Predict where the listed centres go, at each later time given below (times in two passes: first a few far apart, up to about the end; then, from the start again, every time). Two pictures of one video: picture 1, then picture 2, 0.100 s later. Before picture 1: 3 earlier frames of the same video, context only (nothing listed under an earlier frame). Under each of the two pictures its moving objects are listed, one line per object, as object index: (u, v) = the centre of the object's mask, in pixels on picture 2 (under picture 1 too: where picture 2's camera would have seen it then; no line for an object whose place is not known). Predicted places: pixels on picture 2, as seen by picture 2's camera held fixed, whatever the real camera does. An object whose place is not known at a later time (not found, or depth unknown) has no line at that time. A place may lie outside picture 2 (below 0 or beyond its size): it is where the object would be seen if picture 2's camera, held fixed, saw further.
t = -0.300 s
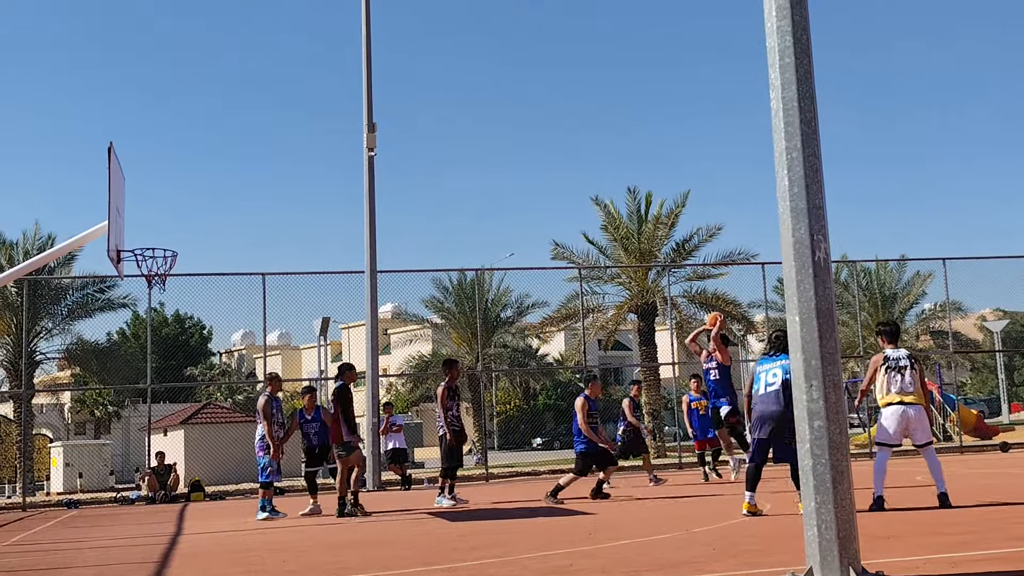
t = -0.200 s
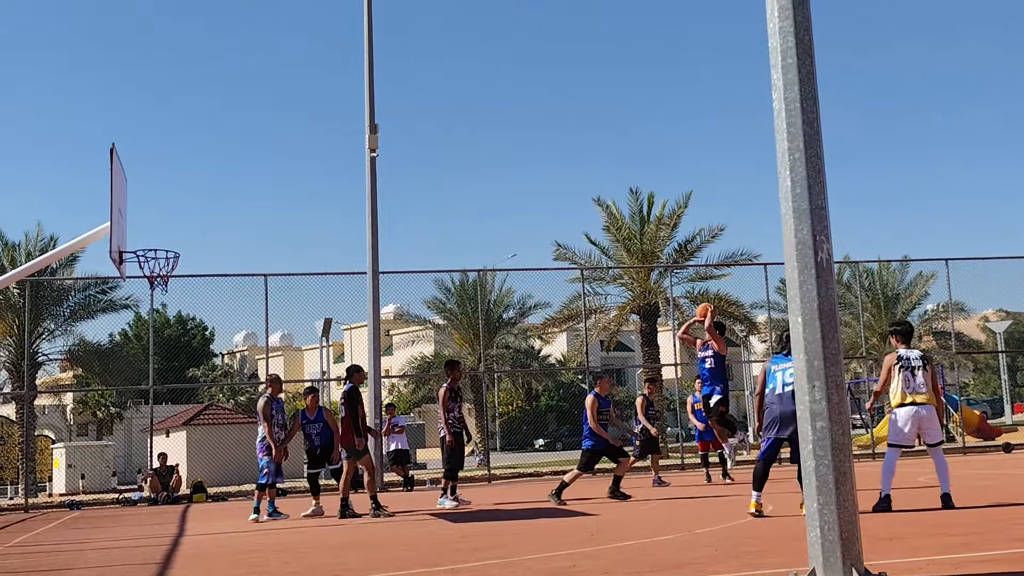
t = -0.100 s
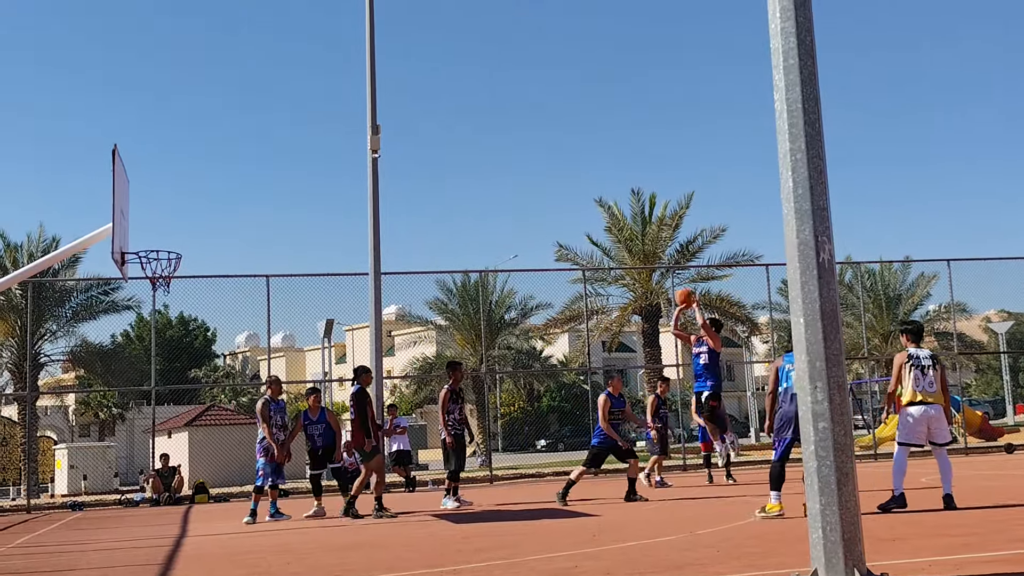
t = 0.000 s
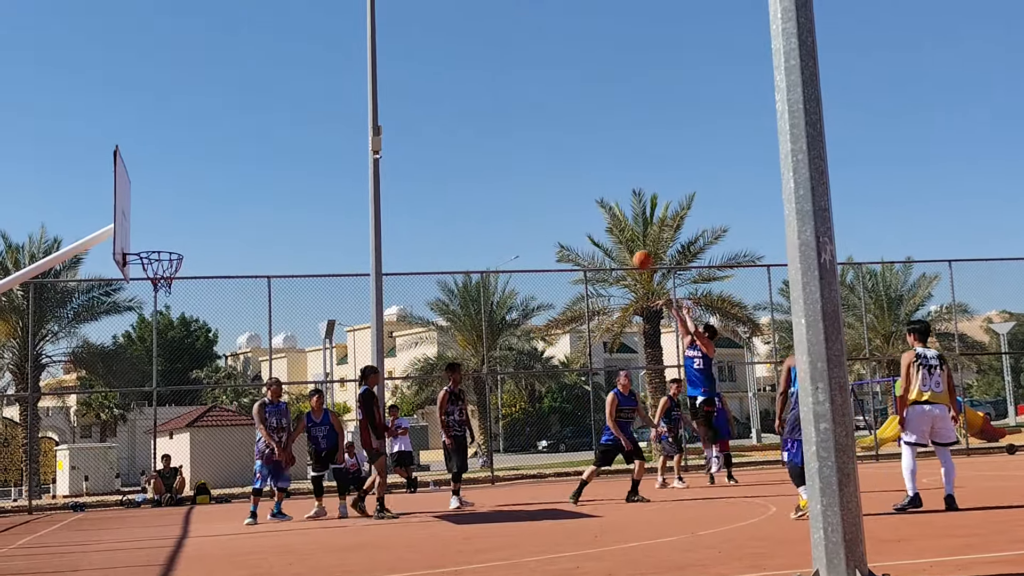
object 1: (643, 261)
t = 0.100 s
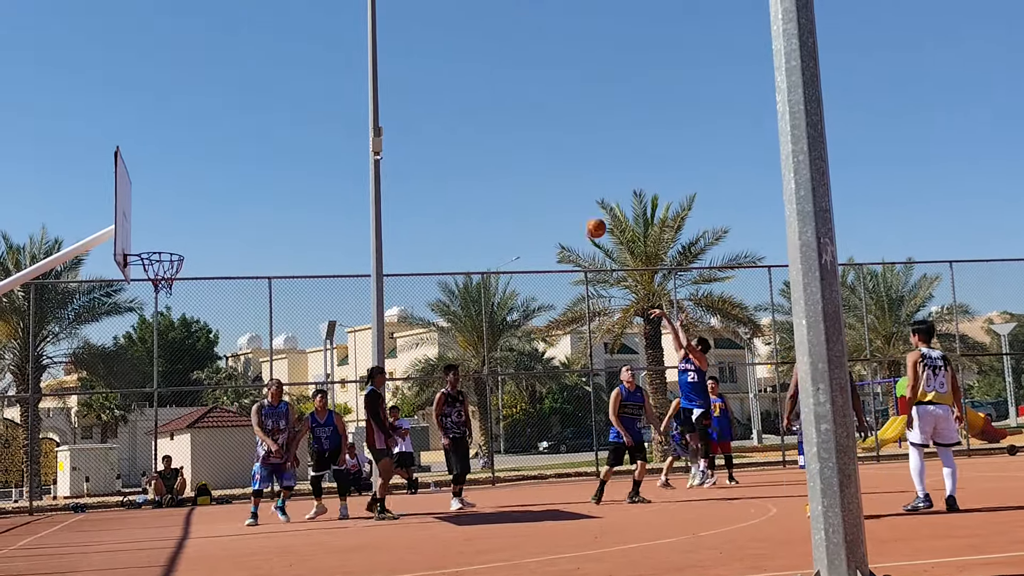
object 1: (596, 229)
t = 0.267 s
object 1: (518, 190)
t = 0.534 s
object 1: (392, 175)
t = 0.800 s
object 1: (263, 220)
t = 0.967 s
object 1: (180, 282)
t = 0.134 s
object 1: (581, 219)
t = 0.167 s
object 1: (565, 210)
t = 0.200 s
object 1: (549, 203)
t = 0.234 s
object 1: (533, 196)
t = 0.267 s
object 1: (518, 190)
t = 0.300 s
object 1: (502, 185)
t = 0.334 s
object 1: (487, 181)
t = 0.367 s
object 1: (471, 178)
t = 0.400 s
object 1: (455, 176)
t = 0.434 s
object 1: (439, 174)
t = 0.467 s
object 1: (424, 174)
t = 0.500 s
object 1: (408, 174)
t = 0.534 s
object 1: (392, 175)
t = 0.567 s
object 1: (376, 177)
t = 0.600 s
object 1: (361, 181)
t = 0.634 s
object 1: (345, 185)
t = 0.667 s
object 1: (328, 190)
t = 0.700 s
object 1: (312, 196)
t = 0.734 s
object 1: (296, 203)
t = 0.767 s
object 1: (279, 211)
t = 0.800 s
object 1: (263, 220)
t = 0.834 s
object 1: (247, 230)
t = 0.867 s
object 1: (230, 242)
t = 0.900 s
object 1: (213, 254)
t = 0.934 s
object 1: (197, 268)
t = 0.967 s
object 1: (180, 282)
